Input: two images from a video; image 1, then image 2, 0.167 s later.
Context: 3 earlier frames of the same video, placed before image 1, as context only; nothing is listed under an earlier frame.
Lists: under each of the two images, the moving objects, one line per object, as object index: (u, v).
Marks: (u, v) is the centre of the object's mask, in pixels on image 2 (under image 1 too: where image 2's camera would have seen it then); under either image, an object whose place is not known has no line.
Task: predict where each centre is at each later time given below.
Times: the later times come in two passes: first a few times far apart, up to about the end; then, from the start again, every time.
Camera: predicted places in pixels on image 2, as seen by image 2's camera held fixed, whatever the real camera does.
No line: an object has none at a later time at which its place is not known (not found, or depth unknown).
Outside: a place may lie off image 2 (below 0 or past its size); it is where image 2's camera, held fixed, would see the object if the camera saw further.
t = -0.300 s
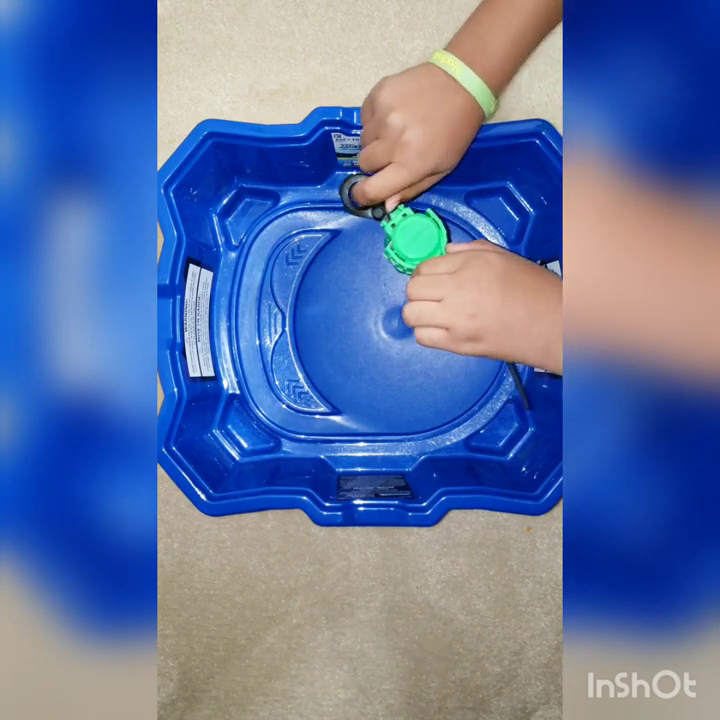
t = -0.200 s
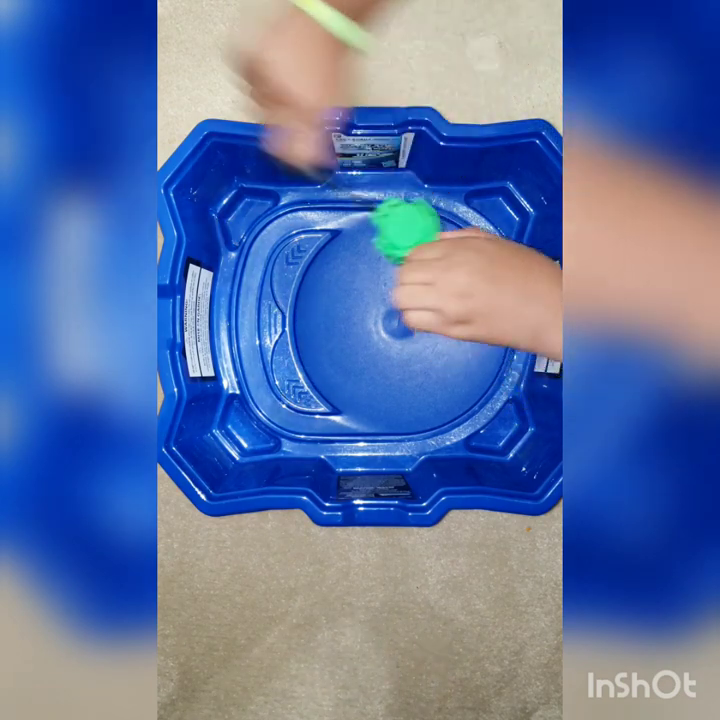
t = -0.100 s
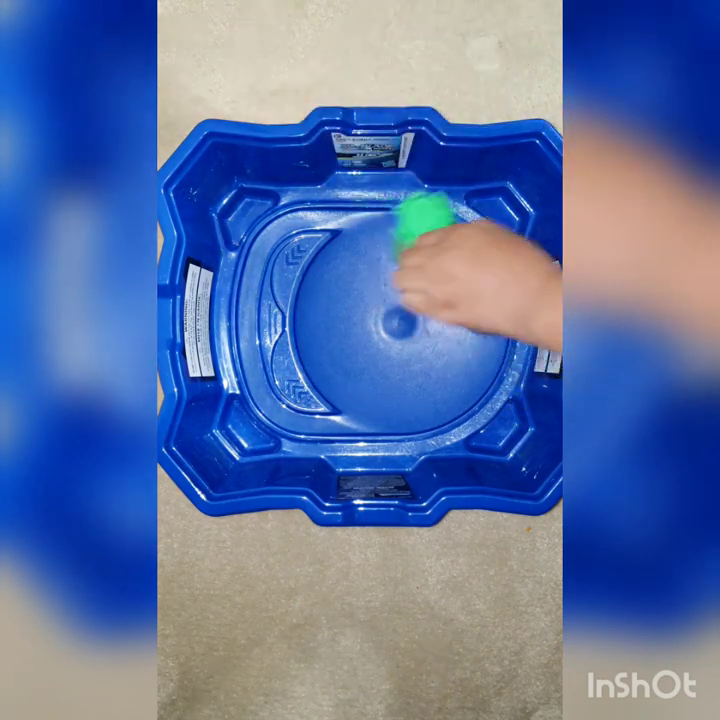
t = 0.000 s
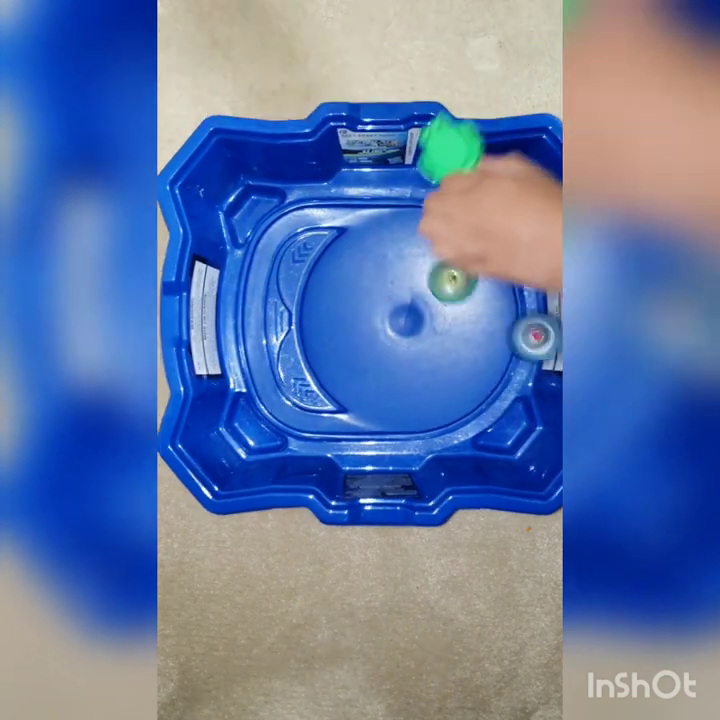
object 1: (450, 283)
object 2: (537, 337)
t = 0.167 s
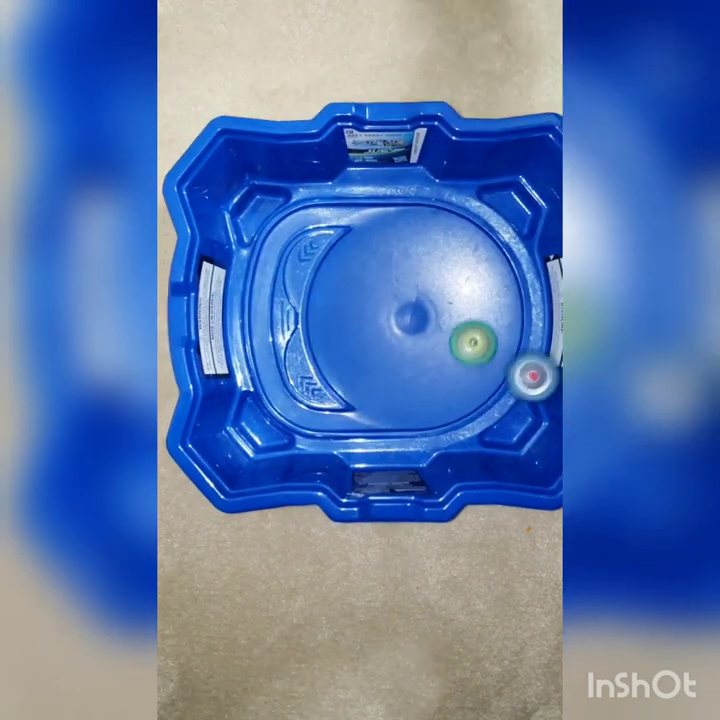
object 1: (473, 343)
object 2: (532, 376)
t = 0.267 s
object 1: (461, 362)
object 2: (511, 385)
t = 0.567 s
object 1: (357, 337)
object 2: (439, 331)
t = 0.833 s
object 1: (343, 383)
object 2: (372, 326)
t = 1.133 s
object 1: (429, 395)
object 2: (394, 356)
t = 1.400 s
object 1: (490, 328)
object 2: (347, 251)
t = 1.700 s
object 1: (335, 250)
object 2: (403, 325)
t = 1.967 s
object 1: (358, 405)
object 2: (386, 313)
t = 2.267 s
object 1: (498, 333)
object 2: (359, 290)
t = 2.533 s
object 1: (387, 215)
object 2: (397, 347)
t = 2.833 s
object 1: (342, 370)
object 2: (493, 278)
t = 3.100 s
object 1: (468, 375)
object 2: (362, 229)
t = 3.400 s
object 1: (449, 218)
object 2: (420, 428)
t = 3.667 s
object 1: (321, 296)
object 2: (476, 245)
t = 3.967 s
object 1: (424, 409)
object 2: (286, 255)
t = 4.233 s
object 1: (514, 297)
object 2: (352, 359)
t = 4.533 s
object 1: (366, 234)
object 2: (471, 367)
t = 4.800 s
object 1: (339, 376)
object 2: (429, 239)
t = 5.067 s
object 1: (469, 395)
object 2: (315, 318)
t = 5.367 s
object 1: (466, 250)
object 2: (474, 409)
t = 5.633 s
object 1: (340, 279)
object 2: (467, 229)
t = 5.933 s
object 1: (382, 402)
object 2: (294, 251)
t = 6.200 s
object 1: (479, 344)
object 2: (313, 315)
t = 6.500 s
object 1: (406, 245)
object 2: (425, 377)
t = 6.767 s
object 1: (335, 317)
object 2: (480, 266)
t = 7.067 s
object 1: (421, 382)
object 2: (331, 287)
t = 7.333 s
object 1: (471, 297)
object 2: (397, 417)
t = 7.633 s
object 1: (379, 263)
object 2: (504, 310)
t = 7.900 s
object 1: (364, 350)
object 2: (378, 229)
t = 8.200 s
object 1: (456, 349)
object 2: (339, 370)
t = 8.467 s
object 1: (434, 279)
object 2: (475, 379)
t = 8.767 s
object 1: (369, 317)
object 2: (463, 244)
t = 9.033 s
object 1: (401, 369)
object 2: (333, 285)
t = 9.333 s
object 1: (451, 326)
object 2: (385, 415)
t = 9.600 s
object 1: (410, 279)
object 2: (491, 343)
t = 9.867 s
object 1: (363, 317)
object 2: (430, 235)
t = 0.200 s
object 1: (470, 352)
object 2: (523, 382)
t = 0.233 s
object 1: (467, 358)
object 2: (516, 384)
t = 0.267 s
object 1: (461, 362)
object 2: (511, 385)
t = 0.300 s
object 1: (454, 362)
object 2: (503, 384)
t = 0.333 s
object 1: (447, 360)
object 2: (492, 380)
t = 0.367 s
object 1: (436, 355)
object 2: (486, 375)
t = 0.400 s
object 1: (423, 348)
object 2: (481, 369)
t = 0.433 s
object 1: (409, 343)
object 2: (474, 361)
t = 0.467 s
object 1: (395, 339)
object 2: (467, 353)
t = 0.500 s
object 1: (381, 337)
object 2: (459, 345)
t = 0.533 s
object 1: (368, 336)
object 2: (450, 338)
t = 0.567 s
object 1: (357, 337)
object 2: (439, 331)
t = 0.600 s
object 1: (347, 339)
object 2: (425, 326)
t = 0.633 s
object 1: (340, 343)
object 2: (415, 324)
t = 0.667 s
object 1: (335, 347)
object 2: (404, 324)
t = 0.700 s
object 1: (333, 353)
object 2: (388, 325)
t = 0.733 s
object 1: (333, 360)
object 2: (374, 328)
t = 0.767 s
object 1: (326, 373)
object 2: (373, 326)
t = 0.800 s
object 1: (334, 378)
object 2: (372, 325)
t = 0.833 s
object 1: (343, 383)
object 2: (372, 326)
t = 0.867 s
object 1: (353, 387)
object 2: (372, 329)
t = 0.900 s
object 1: (364, 391)
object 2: (371, 334)
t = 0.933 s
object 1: (376, 394)
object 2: (372, 340)
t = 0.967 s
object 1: (386, 397)
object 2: (374, 348)
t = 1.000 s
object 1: (395, 403)
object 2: (377, 351)
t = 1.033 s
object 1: (404, 406)
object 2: (380, 352)
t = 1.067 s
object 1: (413, 406)
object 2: (384, 354)
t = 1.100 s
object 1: (421, 402)
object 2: (389, 355)
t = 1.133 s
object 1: (429, 395)
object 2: (394, 356)
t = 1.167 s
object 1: (440, 391)
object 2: (395, 346)
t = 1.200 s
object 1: (456, 393)
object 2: (388, 326)
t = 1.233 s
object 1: (470, 391)
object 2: (379, 305)
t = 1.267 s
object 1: (480, 385)
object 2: (369, 286)
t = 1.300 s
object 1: (489, 376)
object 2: (359, 268)
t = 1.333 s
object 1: (494, 362)
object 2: (350, 255)
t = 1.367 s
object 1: (494, 346)
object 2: (341, 246)
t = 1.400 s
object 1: (490, 328)
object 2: (347, 251)
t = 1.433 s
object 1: (483, 310)
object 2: (355, 261)
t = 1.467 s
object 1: (471, 291)
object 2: (363, 272)
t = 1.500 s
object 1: (455, 276)
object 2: (371, 283)
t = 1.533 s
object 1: (437, 262)
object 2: (378, 293)
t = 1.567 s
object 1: (417, 252)
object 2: (385, 302)
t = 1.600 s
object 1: (395, 245)
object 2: (392, 311)
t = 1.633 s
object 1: (373, 241)
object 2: (397, 317)
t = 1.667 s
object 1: (352, 242)
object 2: (401, 322)
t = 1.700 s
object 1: (335, 250)
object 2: (403, 325)
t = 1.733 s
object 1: (328, 269)
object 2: (402, 327)
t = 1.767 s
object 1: (322, 288)
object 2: (400, 329)
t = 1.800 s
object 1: (318, 308)
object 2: (397, 331)
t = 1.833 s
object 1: (316, 330)
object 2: (394, 331)
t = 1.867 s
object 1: (317, 351)
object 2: (391, 329)
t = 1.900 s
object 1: (328, 371)
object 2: (390, 325)
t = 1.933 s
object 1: (342, 389)
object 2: (388, 320)
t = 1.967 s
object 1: (358, 405)
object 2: (386, 313)
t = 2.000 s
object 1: (376, 416)
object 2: (385, 306)
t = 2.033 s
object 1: (395, 423)
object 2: (384, 299)
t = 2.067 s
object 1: (415, 424)
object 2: (381, 294)
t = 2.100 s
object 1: (435, 420)
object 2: (378, 290)
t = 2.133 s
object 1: (453, 411)
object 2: (375, 287)
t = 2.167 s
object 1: (470, 396)
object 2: (371, 285)
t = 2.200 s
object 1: (483, 379)
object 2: (367, 285)
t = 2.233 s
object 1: (493, 357)
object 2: (362, 286)
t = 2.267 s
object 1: (498, 333)
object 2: (359, 290)
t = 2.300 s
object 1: (499, 309)
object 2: (356, 295)
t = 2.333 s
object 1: (494, 283)
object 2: (355, 303)
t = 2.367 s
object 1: (484, 260)
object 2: (357, 311)
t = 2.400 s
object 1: (471, 240)
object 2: (360, 320)
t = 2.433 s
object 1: (454, 222)
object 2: (367, 328)
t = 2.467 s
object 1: (434, 210)
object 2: (374, 337)
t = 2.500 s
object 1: (411, 209)
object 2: (385, 343)
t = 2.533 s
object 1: (387, 215)
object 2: (397, 347)
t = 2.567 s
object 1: (363, 224)
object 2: (409, 350)
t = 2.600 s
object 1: (347, 235)
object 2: (423, 348)
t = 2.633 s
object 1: (336, 250)
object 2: (437, 345)
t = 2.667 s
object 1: (325, 266)
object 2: (451, 339)
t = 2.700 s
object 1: (321, 285)
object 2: (464, 331)
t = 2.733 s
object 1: (324, 308)
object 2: (476, 320)
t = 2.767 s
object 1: (328, 330)
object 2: (485, 307)
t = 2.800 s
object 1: (333, 351)
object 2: (491, 295)
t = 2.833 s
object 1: (342, 370)
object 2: (493, 278)
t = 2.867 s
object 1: (353, 385)
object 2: (491, 262)
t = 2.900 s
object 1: (367, 396)
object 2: (486, 247)
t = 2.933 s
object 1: (384, 404)
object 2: (475, 231)
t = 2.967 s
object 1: (402, 406)
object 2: (459, 222)
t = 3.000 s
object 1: (420, 405)
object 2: (438, 217)
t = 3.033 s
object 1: (437, 399)
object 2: (414, 216)
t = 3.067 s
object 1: (454, 389)
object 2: (387, 221)
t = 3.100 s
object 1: (468, 375)
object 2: (362, 229)
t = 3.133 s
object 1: (480, 359)
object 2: (340, 246)
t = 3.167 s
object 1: (489, 340)
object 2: (325, 270)
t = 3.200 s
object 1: (495, 322)
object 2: (313, 298)
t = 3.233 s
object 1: (495, 302)
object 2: (309, 329)
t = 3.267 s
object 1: (493, 282)
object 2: (317, 359)
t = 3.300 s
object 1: (487, 263)
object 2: (336, 388)
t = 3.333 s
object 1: (477, 247)
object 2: (362, 411)
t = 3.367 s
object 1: (464, 231)
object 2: (390, 425)
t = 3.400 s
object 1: (449, 218)
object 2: (420, 428)
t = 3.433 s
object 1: (430, 212)
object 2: (449, 422)
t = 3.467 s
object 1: (409, 214)
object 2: (471, 399)
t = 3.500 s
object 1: (388, 220)
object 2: (492, 377)
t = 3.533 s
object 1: (367, 228)
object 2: (509, 353)
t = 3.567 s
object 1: (348, 240)
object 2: (517, 326)
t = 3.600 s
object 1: (335, 257)
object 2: (514, 296)
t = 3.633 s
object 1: (326, 276)
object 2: (499, 269)
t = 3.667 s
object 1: (321, 296)
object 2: (476, 245)
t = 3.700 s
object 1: (319, 316)
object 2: (453, 225)
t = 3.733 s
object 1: (322, 336)
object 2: (424, 212)
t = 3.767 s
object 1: (329, 355)
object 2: (398, 211)
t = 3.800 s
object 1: (339, 373)
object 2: (370, 218)
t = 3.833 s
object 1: (352, 387)
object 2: (346, 225)
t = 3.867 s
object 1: (368, 399)
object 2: (331, 229)
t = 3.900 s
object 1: (386, 406)
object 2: (314, 235)
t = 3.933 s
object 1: (405, 409)
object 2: (299, 244)
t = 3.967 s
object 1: (424, 409)
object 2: (286, 255)
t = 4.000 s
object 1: (443, 405)
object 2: (287, 270)
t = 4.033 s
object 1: (460, 397)
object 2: (289, 287)
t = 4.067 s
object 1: (478, 385)
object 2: (293, 300)
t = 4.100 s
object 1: (491, 371)
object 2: (303, 311)
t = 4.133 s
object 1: (503, 354)
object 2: (315, 323)
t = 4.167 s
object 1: (511, 336)
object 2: (326, 334)
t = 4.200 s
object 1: (514, 317)
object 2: (339, 347)
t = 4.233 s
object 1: (514, 297)
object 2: (352, 359)
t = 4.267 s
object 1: (510, 278)
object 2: (364, 371)
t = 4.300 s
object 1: (501, 260)
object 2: (376, 381)
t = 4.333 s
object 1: (486, 243)
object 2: (387, 389)
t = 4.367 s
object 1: (467, 231)
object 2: (401, 394)
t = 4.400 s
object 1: (447, 222)
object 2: (415, 396)
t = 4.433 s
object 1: (427, 219)
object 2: (431, 395)
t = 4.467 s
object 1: (406, 220)
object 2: (446, 388)
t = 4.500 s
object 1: (385, 225)
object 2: (460, 378)
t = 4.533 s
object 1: (366, 234)
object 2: (471, 367)
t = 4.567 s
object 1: (350, 248)
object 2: (479, 349)
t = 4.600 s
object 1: (337, 263)
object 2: (485, 331)
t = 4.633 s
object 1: (327, 281)
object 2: (484, 312)
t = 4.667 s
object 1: (322, 300)
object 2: (480, 294)
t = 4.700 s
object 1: (320, 320)
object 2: (470, 276)
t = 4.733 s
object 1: (323, 340)
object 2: (458, 262)
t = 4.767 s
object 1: (329, 358)
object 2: (445, 249)
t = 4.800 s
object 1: (339, 376)
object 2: (429, 239)
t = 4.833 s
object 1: (352, 390)
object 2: (409, 231)
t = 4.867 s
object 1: (367, 403)
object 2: (389, 228)
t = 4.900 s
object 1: (384, 411)
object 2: (367, 229)
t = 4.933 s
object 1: (402, 415)
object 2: (349, 237)
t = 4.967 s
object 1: (420, 416)
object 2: (339, 255)
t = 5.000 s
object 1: (437, 412)
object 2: (328, 276)
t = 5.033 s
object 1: (454, 405)
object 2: (319, 297)
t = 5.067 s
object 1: (469, 395)
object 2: (315, 318)
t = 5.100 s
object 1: (481, 382)
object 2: (315, 341)
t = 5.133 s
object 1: (492, 366)
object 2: (321, 364)
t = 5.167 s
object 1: (500, 350)
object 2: (335, 388)
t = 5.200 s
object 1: (503, 332)
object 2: (352, 404)
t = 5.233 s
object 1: (503, 314)
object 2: (374, 416)
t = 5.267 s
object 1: (499, 294)
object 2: (399, 422)
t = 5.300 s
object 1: (491, 278)
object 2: (425, 423)
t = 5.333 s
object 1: (480, 262)
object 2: (452, 420)
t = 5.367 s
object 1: (466, 250)
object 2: (474, 409)
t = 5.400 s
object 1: (450, 241)
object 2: (492, 394)
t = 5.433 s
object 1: (432, 236)
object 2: (505, 372)
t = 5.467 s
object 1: (414, 235)
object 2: (514, 347)
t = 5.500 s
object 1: (396, 237)
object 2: (517, 322)
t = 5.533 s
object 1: (380, 244)
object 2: (515, 295)
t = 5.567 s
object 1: (365, 253)
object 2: (506, 269)
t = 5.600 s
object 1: (351, 265)
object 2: (488, 246)
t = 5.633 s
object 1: (340, 279)
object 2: (467, 229)
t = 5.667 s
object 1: (333, 295)
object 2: (442, 216)
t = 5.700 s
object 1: (328, 311)
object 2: (415, 212)
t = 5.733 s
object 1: (328, 328)
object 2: (386, 216)
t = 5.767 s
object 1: (330, 344)
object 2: (361, 223)
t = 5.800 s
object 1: (336, 359)
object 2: (342, 228)
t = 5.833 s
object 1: (344, 374)
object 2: (328, 232)
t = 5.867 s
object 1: (355, 387)
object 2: (315, 238)
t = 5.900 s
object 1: (367, 396)
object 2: (304, 246)
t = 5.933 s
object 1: (382, 402)
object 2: (294, 251)
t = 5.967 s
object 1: (397, 405)
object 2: (287, 257)
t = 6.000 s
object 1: (411, 405)
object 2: (284, 266)
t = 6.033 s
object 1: (426, 401)
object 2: (287, 278)
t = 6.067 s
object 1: (441, 395)
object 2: (289, 288)
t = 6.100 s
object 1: (454, 385)
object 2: (289, 297)
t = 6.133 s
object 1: (464, 374)
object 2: (296, 303)
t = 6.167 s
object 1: (472, 360)
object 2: (304, 309)
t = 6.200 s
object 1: (479, 344)
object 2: (313, 315)
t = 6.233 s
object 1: (482, 328)
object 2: (322, 322)
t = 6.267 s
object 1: (482, 313)
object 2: (332, 331)
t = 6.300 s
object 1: (479, 298)
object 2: (343, 340)
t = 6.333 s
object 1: (472, 283)
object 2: (354, 350)
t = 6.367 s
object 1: (463, 270)
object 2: (365, 359)
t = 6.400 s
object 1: (451, 259)
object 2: (379, 366)
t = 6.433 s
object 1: (437, 251)
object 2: (392, 374)
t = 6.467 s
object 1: (422, 247)
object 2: (408, 377)
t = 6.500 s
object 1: (406, 245)
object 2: (425, 377)
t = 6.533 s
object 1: (392, 247)
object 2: (442, 373)
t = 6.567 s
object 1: (378, 251)
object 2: (456, 365)
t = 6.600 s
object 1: (365, 257)
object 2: (470, 354)
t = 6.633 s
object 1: (354, 267)
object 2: (481, 339)
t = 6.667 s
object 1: (346, 278)
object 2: (488, 323)
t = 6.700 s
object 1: (340, 290)
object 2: (491, 303)
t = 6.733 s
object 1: (336, 304)
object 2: (489, 284)
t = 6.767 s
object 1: (335, 317)
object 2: (480, 266)
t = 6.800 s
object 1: (336, 331)
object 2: (468, 250)
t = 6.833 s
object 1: (341, 344)
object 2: (452, 237)
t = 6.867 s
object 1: (348, 357)
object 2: (433, 230)
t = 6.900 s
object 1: (357, 367)
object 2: (412, 227)
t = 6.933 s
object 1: (368, 376)
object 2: (391, 230)
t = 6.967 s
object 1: (380, 382)
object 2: (371, 239)
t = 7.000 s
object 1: (394, 385)
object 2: (354, 252)
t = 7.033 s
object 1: (408, 385)
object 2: (340, 268)
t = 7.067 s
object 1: (421, 382)
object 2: (331, 287)
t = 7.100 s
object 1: (434, 377)
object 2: (326, 306)
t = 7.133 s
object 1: (445, 369)
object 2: (323, 328)
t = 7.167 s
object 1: (455, 359)
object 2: (328, 348)
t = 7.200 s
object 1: (463, 348)
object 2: (335, 367)
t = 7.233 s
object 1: (469, 336)
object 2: (345, 385)
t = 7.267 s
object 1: (473, 323)
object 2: (360, 401)
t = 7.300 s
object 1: (473, 310)
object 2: (377, 413)
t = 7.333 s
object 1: (471, 297)
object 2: (397, 417)
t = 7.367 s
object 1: (466, 284)
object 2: (417, 420)
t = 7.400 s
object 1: (459, 274)
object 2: (436, 417)
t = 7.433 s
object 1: (449, 265)
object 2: (455, 411)
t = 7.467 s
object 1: (437, 258)
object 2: (472, 401)
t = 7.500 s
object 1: (426, 255)
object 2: (486, 386)
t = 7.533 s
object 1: (413, 253)
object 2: (498, 369)
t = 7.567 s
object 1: (402, 254)
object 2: (503, 349)
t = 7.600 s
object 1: (390, 257)
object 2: (507, 329)
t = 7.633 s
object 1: (379, 263)
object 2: (504, 310)
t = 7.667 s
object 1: (369, 270)
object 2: (500, 290)
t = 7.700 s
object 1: (361, 279)
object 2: (488, 271)
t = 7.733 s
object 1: (355, 290)
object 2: (474, 255)
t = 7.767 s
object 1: (352, 302)
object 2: (457, 243)
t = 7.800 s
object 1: (351, 315)
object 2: (439, 234)
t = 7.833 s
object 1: (353, 328)
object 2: (418, 227)
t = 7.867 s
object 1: (358, 339)
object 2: (399, 227)
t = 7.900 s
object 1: (364, 350)
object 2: (378, 229)
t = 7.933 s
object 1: (373, 359)
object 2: (361, 235)
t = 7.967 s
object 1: (383, 366)
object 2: (343, 244)
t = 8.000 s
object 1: (395, 370)
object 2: (329, 259)
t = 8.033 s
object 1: (407, 373)
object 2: (320, 277)
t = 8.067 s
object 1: (420, 373)
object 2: (316, 297)
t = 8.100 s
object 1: (430, 370)
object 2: (316, 319)
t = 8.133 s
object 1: (440, 365)
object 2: (320, 338)
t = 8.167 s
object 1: (449, 358)
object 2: (328, 356)
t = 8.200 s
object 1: (456, 349)
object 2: (339, 370)
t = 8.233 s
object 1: (461, 339)
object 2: (353, 384)
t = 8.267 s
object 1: (463, 329)
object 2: (368, 395)
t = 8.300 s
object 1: (463, 319)
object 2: (386, 400)
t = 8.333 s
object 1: (461, 309)
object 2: (406, 404)
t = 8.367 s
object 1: (458, 299)
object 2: (424, 403)
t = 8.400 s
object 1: (451, 291)
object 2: (442, 398)
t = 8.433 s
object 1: (443, 284)
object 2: (460, 391)
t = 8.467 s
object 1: (434, 279)
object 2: (475, 379)
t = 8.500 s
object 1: (425, 277)
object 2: (489, 367)
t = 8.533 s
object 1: (415, 276)
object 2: (498, 352)
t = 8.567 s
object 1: (405, 277)
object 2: (504, 335)
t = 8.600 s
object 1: (396, 280)
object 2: (507, 317)
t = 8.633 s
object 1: (387, 285)
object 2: (505, 300)
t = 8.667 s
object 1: (380, 292)
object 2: (500, 283)
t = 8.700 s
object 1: (374, 300)
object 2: (491, 269)
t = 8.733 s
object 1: (371, 309)
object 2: (480, 254)
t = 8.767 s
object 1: (369, 317)
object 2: (463, 244)
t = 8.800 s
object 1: (368, 326)
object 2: (447, 237)
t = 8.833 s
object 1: (369, 334)
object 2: (427, 232)
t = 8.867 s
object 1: (372, 343)
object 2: (409, 233)
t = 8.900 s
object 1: (375, 350)
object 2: (391, 237)
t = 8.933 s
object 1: (381, 357)
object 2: (372, 245)
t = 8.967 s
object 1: (386, 362)
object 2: (357, 255)
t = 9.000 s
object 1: (394, 366)
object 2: (344, 270)
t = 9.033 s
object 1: (401, 369)
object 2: (333, 285)
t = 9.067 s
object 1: (409, 369)
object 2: (326, 302)
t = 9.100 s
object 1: (417, 369)
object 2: (322, 320)
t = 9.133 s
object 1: (425, 366)
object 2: (322, 339)
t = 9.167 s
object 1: (432, 362)
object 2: (325, 355)
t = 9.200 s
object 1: (438, 357)
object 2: (332, 371)
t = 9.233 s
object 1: (443, 351)
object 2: (341, 387)
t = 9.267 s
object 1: (447, 342)
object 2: (353, 400)
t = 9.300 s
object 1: (450, 334)
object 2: (369, 408)
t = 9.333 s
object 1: (451, 326)
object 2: (385, 415)
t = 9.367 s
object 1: (451, 317)
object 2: (403, 418)
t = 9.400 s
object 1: (448, 309)
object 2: (421, 416)
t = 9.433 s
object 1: (445, 302)
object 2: (439, 408)
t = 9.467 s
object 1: (440, 295)
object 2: (453, 401)
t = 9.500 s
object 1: (434, 289)
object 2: (467, 390)
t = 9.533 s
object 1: (426, 284)
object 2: (477, 376)
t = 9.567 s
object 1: (419, 281)
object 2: (485, 359)
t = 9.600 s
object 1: (410, 279)
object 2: (491, 343)
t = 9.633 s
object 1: (402, 278)
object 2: (493, 326)
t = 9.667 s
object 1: (393, 280)
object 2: (492, 309)
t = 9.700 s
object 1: (385, 284)
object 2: (486, 291)
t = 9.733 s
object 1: (378, 289)
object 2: (480, 275)
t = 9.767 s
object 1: (372, 295)
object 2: (471, 261)
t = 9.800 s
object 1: (367, 302)
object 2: (457, 250)
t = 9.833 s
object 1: (364, 309)
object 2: (441, 241)
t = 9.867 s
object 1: (363, 317)
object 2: (430, 235)
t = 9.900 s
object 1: (363, 326)
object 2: (413, 232)
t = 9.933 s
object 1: (364, 333)
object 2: (397, 231)
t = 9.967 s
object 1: (367, 341)
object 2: (380, 235)
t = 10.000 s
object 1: (372, 347)
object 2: (366, 241)
